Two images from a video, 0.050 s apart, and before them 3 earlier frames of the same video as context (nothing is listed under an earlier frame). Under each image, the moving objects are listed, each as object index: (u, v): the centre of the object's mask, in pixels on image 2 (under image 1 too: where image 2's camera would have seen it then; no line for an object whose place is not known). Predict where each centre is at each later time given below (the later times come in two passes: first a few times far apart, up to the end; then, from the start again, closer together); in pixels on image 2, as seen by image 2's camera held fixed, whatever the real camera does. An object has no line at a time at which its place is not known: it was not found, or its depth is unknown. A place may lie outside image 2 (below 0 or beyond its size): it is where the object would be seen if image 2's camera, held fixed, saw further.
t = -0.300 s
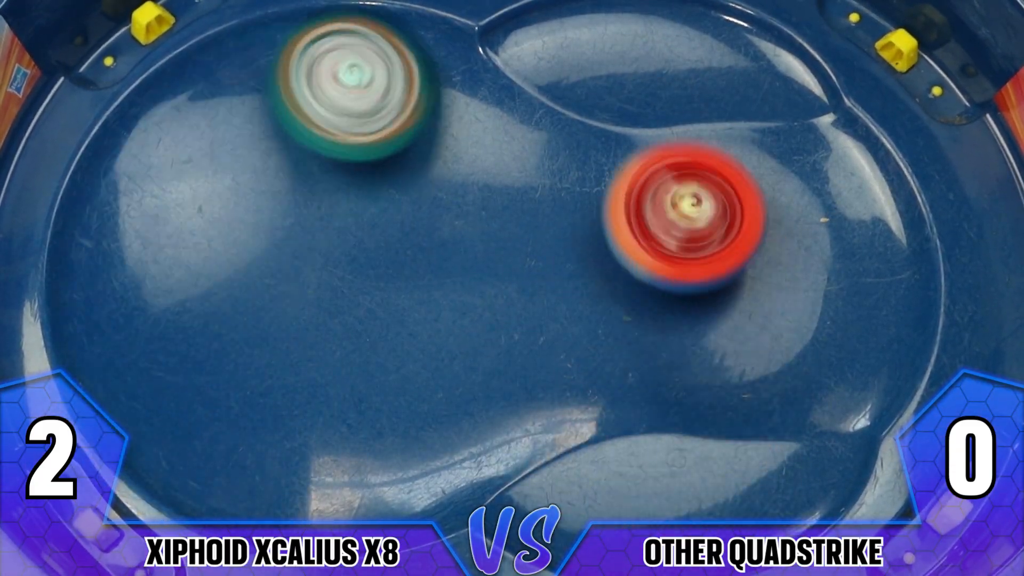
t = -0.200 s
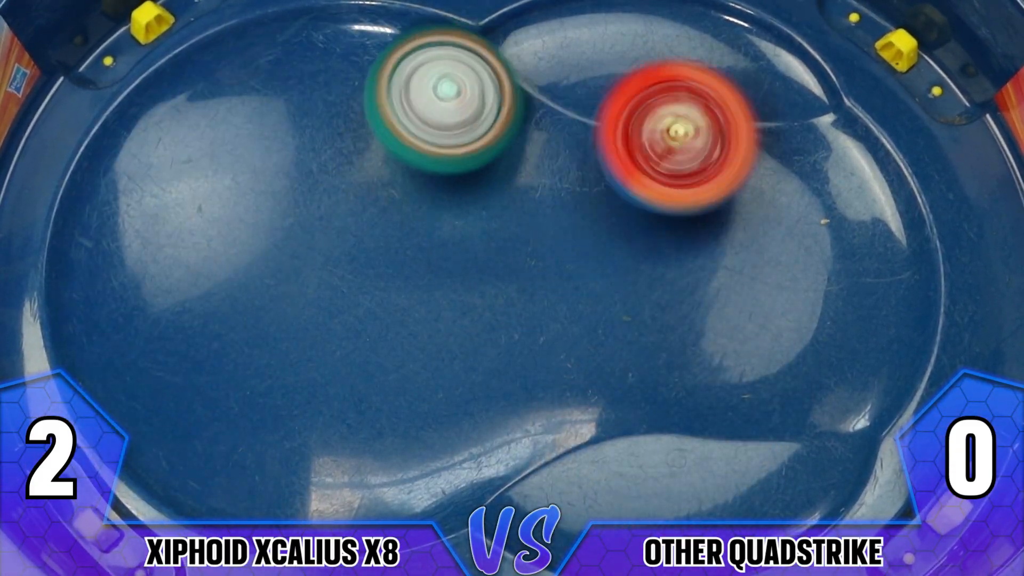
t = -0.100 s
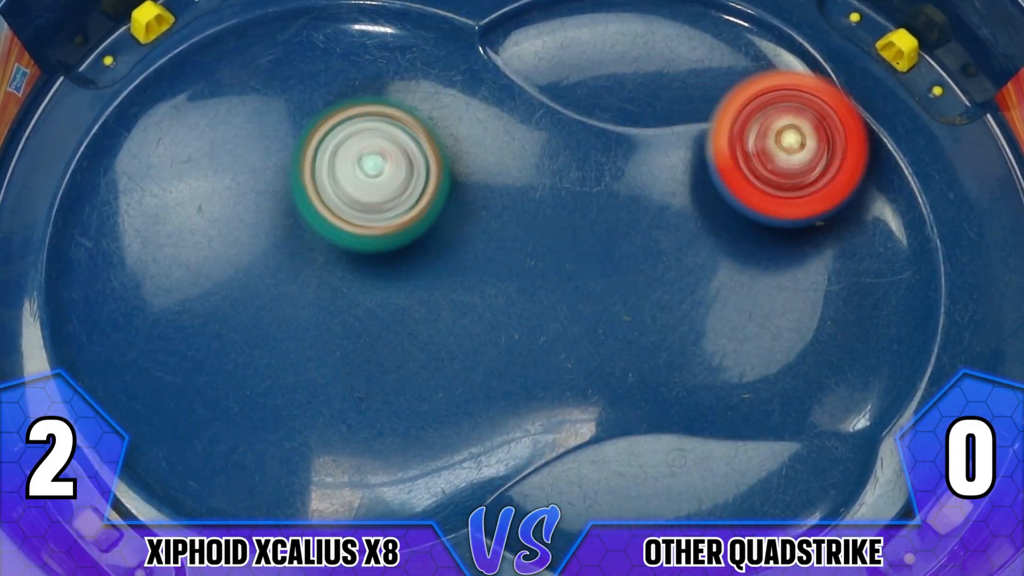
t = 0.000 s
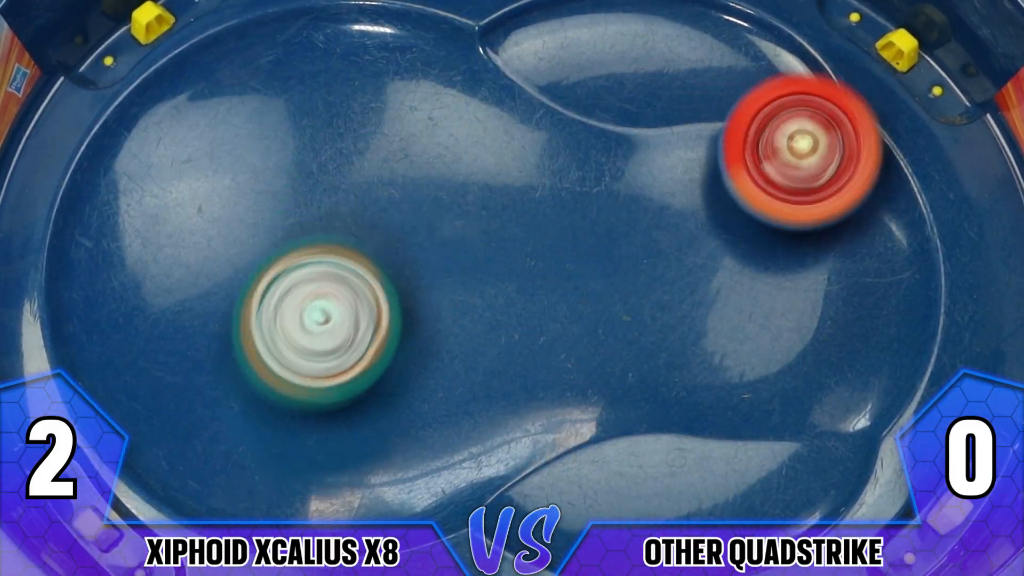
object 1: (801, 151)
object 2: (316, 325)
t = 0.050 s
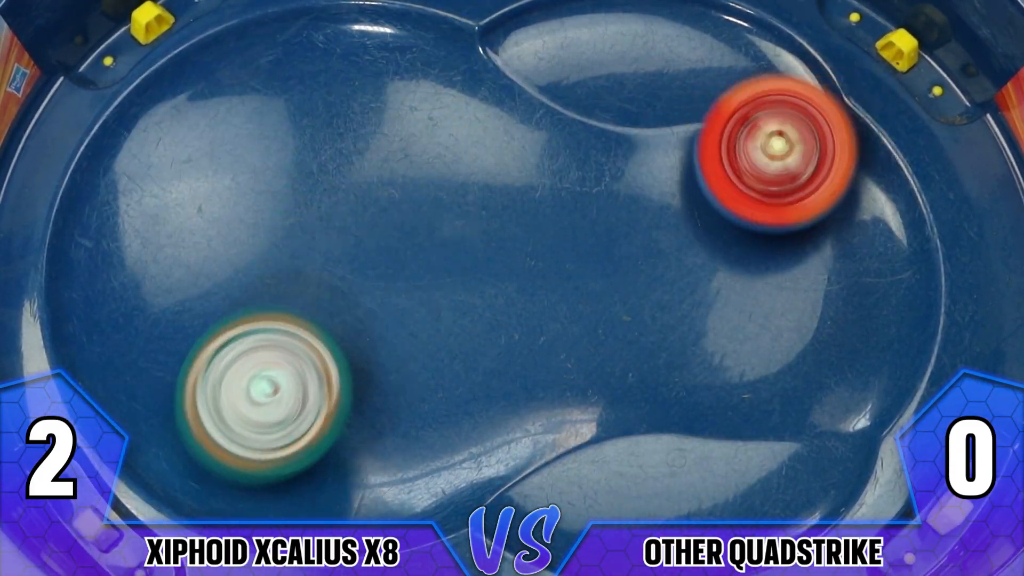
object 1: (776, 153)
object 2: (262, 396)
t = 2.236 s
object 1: (317, 254)
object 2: (924, 183)
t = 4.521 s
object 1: (192, 235)
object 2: (719, 352)
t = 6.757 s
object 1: (589, 333)
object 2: (558, 42)
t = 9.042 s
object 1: (278, 279)
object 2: (479, 304)
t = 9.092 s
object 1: (273, 267)
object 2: (504, 314)
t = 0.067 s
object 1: (768, 156)
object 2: (243, 413)
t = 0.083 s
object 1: (763, 161)
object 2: (222, 426)
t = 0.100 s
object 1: (758, 168)
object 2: (206, 433)
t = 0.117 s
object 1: (755, 175)
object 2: (192, 436)
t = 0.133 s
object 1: (755, 184)
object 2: (181, 434)
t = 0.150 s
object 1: (755, 195)
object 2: (171, 431)
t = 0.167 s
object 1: (758, 206)
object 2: (161, 423)
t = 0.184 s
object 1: (762, 218)
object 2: (152, 411)
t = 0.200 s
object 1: (768, 230)
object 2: (143, 395)
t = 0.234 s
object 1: (786, 256)
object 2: (124, 361)
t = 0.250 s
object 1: (799, 270)
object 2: (117, 345)
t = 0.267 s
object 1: (814, 283)
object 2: (114, 329)
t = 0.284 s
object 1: (830, 295)
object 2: (114, 309)
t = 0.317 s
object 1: (863, 312)
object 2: (126, 257)
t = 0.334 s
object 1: (877, 317)
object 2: (136, 228)
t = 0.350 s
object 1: (889, 318)
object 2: (152, 197)
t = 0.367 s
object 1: (897, 316)
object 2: (173, 168)
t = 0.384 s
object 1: (901, 313)
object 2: (201, 141)
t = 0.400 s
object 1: (901, 309)
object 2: (232, 117)
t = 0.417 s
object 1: (899, 304)
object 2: (265, 99)
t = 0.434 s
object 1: (892, 297)
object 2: (300, 85)
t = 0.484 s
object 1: (860, 265)
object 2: (409, 66)
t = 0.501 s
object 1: (846, 249)
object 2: (446, 67)
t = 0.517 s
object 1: (831, 235)
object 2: (481, 77)
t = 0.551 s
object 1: (798, 212)
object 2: (553, 112)
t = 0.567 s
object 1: (782, 204)
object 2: (588, 135)
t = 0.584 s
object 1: (777, 200)
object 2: (614, 161)
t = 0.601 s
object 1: (827, 208)
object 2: (582, 175)
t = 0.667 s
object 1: (955, 226)
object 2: (446, 243)
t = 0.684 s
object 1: (966, 231)
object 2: (410, 265)
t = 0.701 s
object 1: (975, 240)
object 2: (375, 288)
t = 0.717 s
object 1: (982, 253)
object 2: (342, 312)
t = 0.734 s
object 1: (980, 263)
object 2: (304, 336)
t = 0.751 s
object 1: (971, 273)
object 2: (265, 350)
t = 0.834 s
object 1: (933, 328)
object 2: (104, 346)
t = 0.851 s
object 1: (916, 342)
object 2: (82, 333)
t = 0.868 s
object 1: (896, 350)
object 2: (70, 318)
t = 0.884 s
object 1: (875, 360)
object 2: (63, 307)
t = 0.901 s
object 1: (855, 374)
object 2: (57, 294)
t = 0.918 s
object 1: (835, 377)
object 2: (56, 283)
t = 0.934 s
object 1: (814, 374)
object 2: (61, 268)
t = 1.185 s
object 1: (584, 344)
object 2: (464, 126)
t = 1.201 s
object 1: (570, 338)
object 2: (495, 140)
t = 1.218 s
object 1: (553, 335)
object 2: (525, 160)
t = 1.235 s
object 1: (536, 336)
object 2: (551, 178)
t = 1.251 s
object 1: (517, 347)
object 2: (577, 186)
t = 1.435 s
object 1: (375, 395)
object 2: (766, 394)
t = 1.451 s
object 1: (365, 396)
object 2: (769, 414)
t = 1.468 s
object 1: (356, 398)
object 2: (771, 435)
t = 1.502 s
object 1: (343, 397)
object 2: (770, 462)
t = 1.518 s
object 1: (337, 399)
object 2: (767, 474)
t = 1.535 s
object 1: (332, 398)
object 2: (758, 484)
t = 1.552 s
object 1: (327, 397)
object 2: (745, 491)
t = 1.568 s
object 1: (323, 396)
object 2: (724, 495)
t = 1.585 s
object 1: (320, 394)
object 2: (702, 494)
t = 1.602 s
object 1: (315, 393)
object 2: (676, 495)
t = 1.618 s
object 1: (312, 391)
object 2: (648, 495)
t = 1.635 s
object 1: (308, 386)
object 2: (618, 492)
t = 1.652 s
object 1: (305, 385)
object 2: (595, 487)
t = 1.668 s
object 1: (303, 381)
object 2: (566, 481)
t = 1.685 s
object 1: (300, 375)
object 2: (538, 468)
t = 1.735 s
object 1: (290, 361)
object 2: (473, 416)
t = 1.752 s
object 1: (287, 357)
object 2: (452, 396)
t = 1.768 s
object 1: (260, 344)
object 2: (457, 380)
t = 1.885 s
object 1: (108, 270)
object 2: (522, 269)
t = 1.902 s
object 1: (96, 261)
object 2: (532, 256)
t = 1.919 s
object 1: (88, 259)
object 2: (543, 247)
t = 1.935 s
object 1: (87, 254)
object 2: (556, 239)
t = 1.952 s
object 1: (83, 253)
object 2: (570, 230)
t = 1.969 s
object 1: (87, 255)
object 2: (585, 222)
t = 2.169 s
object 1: (257, 286)
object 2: (850, 152)
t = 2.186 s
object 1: (276, 279)
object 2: (874, 152)
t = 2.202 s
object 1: (288, 274)
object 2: (896, 158)
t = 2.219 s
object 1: (306, 266)
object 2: (911, 169)
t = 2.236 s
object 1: (317, 254)
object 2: (924, 183)
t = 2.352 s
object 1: (364, 145)
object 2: (972, 271)
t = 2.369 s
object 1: (368, 127)
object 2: (977, 279)
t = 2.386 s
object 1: (365, 106)
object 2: (977, 283)
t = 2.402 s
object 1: (364, 89)
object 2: (975, 284)
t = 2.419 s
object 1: (358, 71)
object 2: (972, 283)
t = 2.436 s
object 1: (352, 63)
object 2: (970, 281)
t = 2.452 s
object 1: (344, 54)
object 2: (967, 277)
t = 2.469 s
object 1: (333, 50)
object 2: (966, 270)
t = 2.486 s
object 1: (323, 45)
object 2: (964, 260)
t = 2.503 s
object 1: (310, 44)
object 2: (962, 250)
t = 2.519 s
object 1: (299, 44)
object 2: (958, 239)
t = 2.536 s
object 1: (284, 49)
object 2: (953, 227)
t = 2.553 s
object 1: (273, 53)
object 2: (949, 216)
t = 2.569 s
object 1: (258, 61)
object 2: (944, 206)
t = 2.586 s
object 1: (245, 70)
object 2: (936, 200)
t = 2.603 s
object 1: (231, 81)
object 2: (924, 195)
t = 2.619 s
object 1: (220, 101)
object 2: (909, 194)
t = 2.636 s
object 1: (212, 123)
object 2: (889, 196)
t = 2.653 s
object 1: (209, 149)
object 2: (870, 200)
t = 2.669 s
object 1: (211, 174)
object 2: (848, 205)
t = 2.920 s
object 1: (513, 335)
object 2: (634, 144)
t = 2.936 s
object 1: (539, 333)
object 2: (630, 142)
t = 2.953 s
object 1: (562, 331)
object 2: (628, 142)
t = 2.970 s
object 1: (587, 329)
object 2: (629, 144)
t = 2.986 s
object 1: (609, 327)
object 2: (630, 147)
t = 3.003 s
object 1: (634, 326)
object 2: (633, 152)
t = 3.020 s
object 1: (655, 324)
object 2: (632, 158)
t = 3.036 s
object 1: (681, 324)
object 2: (631, 166)
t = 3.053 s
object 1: (701, 324)
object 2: (627, 174)
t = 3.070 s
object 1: (727, 324)
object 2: (620, 183)
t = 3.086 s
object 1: (749, 325)
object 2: (612, 193)
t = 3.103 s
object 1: (775, 325)
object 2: (601, 201)
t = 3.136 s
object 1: (823, 326)
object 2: (572, 219)
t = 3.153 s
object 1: (843, 325)
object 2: (555, 228)
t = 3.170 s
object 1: (867, 320)
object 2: (535, 236)
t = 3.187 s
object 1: (883, 312)
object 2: (513, 244)
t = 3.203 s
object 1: (902, 300)
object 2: (487, 252)
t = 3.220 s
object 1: (909, 287)
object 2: (461, 261)
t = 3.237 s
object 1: (916, 272)
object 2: (435, 270)
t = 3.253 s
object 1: (913, 259)
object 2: (409, 279)
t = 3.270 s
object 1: (909, 240)
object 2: (383, 287)
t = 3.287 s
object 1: (898, 228)
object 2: (358, 293)
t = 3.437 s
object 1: (727, 136)
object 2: (167, 235)
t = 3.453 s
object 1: (709, 141)
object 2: (158, 218)
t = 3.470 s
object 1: (685, 148)
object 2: (154, 200)
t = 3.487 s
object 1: (669, 156)
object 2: (151, 182)
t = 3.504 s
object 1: (647, 170)
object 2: (153, 163)
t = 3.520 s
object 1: (630, 181)
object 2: (157, 142)
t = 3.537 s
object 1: (609, 196)
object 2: (166, 123)
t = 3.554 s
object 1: (593, 207)
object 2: (178, 106)
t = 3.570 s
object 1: (576, 223)
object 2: (195, 90)
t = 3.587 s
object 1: (560, 234)
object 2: (215, 78)
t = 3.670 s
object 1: (491, 305)
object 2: (344, 73)
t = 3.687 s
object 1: (477, 318)
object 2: (367, 84)
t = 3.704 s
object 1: (466, 334)
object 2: (390, 98)
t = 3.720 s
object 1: (454, 346)
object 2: (410, 117)
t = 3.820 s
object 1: (426, 406)
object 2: (471, 253)
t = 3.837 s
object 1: (422, 416)
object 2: (477, 264)
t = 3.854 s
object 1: (417, 429)
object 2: (486, 271)
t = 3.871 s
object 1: (411, 436)
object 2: (495, 277)
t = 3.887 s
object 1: (410, 440)
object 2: (503, 285)
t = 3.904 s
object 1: (405, 442)
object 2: (509, 294)
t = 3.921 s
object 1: (405, 439)
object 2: (516, 304)
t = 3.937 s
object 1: (406, 438)
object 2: (522, 315)
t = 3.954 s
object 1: (393, 438)
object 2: (532, 317)
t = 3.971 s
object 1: (377, 445)
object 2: (555, 311)
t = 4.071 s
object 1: (302, 447)
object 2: (662, 275)
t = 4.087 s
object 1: (292, 443)
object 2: (681, 268)
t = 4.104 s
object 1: (286, 438)
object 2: (699, 261)
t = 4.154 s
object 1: (265, 421)
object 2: (762, 239)
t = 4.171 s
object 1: (257, 416)
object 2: (782, 232)
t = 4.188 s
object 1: (251, 405)
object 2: (804, 225)
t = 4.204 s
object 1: (246, 399)
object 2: (824, 220)
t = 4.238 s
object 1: (234, 380)
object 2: (865, 214)
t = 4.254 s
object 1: (229, 373)
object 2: (882, 216)
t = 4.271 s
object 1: (221, 362)
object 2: (895, 220)
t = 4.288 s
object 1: (219, 352)
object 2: (906, 227)
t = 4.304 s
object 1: (213, 345)
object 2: (913, 236)
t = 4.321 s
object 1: (207, 333)
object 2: (915, 248)
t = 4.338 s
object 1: (206, 323)
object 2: (913, 263)
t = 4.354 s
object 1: (201, 316)
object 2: (907, 279)
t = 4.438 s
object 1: (191, 271)
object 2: (833, 355)
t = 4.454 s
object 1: (189, 265)
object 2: (808, 362)
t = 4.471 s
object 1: (188, 254)
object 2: (785, 363)
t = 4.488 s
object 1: (190, 248)
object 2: (761, 362)
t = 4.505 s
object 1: (189, 242)
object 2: (740, 357)
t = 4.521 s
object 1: (192, 235)
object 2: (719, 352)
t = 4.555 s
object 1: (199, 225)
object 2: (682, 332)
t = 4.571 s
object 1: (203, 217)
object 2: (664, 320)
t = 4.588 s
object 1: (211, 216)
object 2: (648, 306)
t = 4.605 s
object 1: (214, 212)
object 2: (632, 292)
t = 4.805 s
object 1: (315, 139)
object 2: (517, 130)
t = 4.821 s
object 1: (322, 131)
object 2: (514, 127)
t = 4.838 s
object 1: (331, 124)
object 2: (514, 126)
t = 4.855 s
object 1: (337, 118)
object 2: (514, 127)
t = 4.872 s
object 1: (344, 111)
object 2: (516, 130)
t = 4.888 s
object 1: (350, 107)
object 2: (518, 135)
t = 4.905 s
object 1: (355, 104)
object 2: (521, 142)
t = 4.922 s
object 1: (357, 101)
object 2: (523, 149)
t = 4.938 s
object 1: (362, 99)
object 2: (523, 156)
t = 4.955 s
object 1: (363, 102)
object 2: (520, 165)
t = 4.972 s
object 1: (365, 103)
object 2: (515, 173)
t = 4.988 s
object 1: (367, 106)
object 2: (509, 180)
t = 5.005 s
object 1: (360, 106)
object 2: (513, 194)
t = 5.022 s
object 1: (348, 108)
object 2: (517, 208)
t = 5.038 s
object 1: (341, 110)
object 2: (517, 221)
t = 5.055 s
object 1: (333, 118)
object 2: (516, 232)
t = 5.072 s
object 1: (326, 127)
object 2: (511, 244)
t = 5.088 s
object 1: (320, 138)
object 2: (505, 256)
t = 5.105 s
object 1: (318, 151)
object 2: (497, 268)
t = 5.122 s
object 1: (314, 164)
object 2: (488, 282)
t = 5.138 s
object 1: (314, 176)
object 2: (478, 293)
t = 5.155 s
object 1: (317, 190)
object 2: (468, 306)
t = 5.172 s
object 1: (321, 205)
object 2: (457, 318)
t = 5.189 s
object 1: (325, 217)
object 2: (443, 329)
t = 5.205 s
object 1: (321, 216)
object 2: (447, 349)
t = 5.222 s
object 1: (308, 209)
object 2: (453, 380)
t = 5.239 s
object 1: (288, 202)
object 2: (465, 403)
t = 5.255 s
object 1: (275, 195)
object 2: (469, 422)
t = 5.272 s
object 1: (260, 194)
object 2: (471, 438)
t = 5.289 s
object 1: (247, 191)
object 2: (470, 447)
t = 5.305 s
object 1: (237, 192)
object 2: (466, 454)
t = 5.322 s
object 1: (227, 195)
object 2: (459, 461)
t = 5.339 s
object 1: (216, 202)
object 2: (449, 464)
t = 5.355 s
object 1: (205, 206)
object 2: (441, 467)
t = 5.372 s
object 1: (199, 214)
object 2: (429, 468)
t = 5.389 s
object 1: (192, 226)
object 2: (416, 465)
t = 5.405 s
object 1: (187, 235)
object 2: (406, 464)
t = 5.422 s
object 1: (187, 246)
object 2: (392, 459)
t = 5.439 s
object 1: (190, 260)
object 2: (383, 454)
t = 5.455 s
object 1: (194, 273)
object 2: (371, 447)
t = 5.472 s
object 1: (203, 282)
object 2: (362, 435)
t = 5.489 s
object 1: (216, 294)
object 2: (356, 423)
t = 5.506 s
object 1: (229, 303)
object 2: (350, 412)
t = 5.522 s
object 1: (239, 298)
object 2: (355, 408)
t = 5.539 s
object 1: (248, 288)
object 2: (369, 407)
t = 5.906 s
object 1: (371, 119)
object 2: (639, 249)
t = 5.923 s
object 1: (376, 113)
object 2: (648, 236)
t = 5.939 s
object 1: (382, 112)
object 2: (657, 227)
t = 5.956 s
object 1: (384, 112)
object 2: (665, 214)
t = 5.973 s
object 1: (386, 111)
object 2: (674, 202)
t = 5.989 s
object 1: (390, 111)
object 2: (680, 192)
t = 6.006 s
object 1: (394, 114)
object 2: (689, 178)
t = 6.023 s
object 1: (397, 116)
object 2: (696, 167)
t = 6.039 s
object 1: (400, 122)
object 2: (701, 154)
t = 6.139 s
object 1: (419, 159)
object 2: (752, 97)
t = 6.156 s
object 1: (425, 169)
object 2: (758, 91)
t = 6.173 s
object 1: (431, 182)
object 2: (764, 80)
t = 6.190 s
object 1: (435, 191)
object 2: (766, 71)
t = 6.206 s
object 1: (440, 198)
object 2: (767, 65)
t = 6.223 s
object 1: (447, 207)
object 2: (772, 60)
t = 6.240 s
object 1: (454, 217)
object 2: (775, 55)
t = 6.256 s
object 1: (459, 227)
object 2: (777, 53)
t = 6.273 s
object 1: (464, 235)
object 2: (781, 53)
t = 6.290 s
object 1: (470, 242)
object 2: (784, 54)
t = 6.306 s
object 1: (477, 251)
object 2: (784, 57)
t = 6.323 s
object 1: (482, 260)
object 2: (785, 63)
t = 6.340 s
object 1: (486, 270)
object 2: (785, 67)
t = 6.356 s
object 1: (491, 279)
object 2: (781, 70)
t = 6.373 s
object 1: (494, 290)
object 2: (775, 74)
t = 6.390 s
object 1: (497, 303)
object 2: (767, 78)
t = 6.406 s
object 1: (499, 313)
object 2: (759, 79)
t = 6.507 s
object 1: (523, 358)
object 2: (683, 74)
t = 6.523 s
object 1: (529, 365)
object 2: (672, 71)
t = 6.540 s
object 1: (533, 370)
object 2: (659, 69)
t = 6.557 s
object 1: (538, 372)
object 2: (644, 67)
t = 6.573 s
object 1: (547, 374)
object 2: (634, 64)
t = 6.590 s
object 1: (553, 377)
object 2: (623, 62)
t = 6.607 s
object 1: (560, 377)
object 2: (610, 59)
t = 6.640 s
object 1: (579, 372)
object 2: (591, 54)
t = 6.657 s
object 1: (587, 370)
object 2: (581, 51)
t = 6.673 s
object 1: (592, 365)
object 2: (571, 50)
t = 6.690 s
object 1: (594, 358)
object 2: (567, 47)
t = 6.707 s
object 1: (596, 350)
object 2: (560, 46)
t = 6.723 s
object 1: (598, 345)
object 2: (557, 44)
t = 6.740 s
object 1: (594, 340)
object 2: (556, 44)
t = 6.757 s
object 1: (589, 333)
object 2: (558, 42)
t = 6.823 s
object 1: (561, 299)
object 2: (566, 47)
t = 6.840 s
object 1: (552, 293)
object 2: (572, 48)
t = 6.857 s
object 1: (543, 285)
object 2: (570, 52)
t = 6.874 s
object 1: (534, 276)
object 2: (574, 56)
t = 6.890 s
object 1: (524, 270)
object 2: (574, 60)
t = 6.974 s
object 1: (476, 233)
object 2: (570, 106)
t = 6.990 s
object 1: (466, 227)
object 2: (569, 124)
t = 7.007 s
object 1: (455, 221)
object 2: (573, 139)
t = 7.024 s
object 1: (439, 219)
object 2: (584, 149)
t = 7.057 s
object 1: (401, 217)
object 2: (603, 168)
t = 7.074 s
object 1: (384, 214)
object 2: (611, 178)
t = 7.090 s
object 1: (370, 207)
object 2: (619, 189)
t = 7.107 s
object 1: (358, 201)
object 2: (624, 198)
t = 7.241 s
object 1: (254, 178)
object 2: (657, 293)
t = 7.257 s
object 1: (242, 178)
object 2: (661, 306)
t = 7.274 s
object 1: (231, 177)
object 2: (662, 317)
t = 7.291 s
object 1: (222, 178)
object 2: (663, 329)
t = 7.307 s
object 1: (214, 180)
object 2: (663, 340)
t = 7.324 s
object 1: (205, 184)
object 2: (663, 352)
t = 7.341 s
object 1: (198, 187)
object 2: (659, 362)
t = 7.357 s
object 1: (192, 190)
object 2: (656, 371)
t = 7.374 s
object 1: (188, 197)
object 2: (649, 377)
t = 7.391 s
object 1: (183, 205)
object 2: (642, 383)
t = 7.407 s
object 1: (180, 213)
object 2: (630, 385)
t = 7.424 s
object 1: (181, 221)
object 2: (619, 389)
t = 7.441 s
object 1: (185, 228)
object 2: (604, 391)
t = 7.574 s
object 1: (268, 288)
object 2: (484, 377)
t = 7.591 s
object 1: (279, 291)
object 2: (470, 371)
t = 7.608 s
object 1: (290, 291)
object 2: (462, 360)
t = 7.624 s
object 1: (300, 291)
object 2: (453, 352)
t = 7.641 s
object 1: (301, 285)
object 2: (462, 345)
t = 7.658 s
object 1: (301, 281)
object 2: (467, 338)
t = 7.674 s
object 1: (302, 278)
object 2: (474, 331)
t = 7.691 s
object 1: (304, 273)
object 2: (479, 323)
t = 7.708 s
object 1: (309, 267)
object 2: (487, 315)
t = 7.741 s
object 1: (321, 263)
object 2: (499, 302)
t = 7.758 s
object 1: (322, 263)
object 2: (505, 293)
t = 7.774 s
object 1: (322, 259)
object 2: (513, 286)
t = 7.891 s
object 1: (337, 242)
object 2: (555, 234)
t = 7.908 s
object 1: (341, 239)
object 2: (559, 226)
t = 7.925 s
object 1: (342, 238)
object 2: (564, 222)
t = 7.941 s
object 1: (340, 236)
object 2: (571, 214)
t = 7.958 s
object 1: (342, 232)
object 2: (576, 209)
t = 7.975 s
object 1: (344, 232)
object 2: (582, 203)
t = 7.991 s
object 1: (343, 231)
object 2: (587, 198)
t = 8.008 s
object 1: (342, 229)
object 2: (592, 194)
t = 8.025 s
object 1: (343, 227)
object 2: (597, 191)
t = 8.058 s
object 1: (341, 225)
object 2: (606, 186)
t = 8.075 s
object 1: (342, 223)
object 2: (612, 185)
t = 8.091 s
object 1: (342, 225)
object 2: (616, 182)
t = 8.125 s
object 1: (336, 222)
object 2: (623, 182)
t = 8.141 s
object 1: (337, 222)
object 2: (624, 180)
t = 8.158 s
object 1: (335, 224)
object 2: (626, 182)
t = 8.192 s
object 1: (330, 223)
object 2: (629, 183)
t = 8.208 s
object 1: (328, 225)
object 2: (630, 185)
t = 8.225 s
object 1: (324, 225)
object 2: (630, 187)
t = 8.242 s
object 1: (321, 225)
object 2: (630, 188)
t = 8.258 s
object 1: (320, 227)
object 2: (629, 191)
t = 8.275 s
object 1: (317, 231)
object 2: (630, 194)
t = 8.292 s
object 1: (312, 232)
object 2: (627, 197)
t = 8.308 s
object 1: (309, 232)
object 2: (626, 202)
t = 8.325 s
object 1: (309, 235)
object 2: (623, 204)
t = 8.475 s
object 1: (291, 275)
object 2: (562, 246)
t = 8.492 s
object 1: (289, 276)
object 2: (550, 249)
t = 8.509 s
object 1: (292, 278)
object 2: (541, 254)
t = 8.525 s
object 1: (294, 283)
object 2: (530, 256)
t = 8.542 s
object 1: (295, 288)
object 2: (520, 259)
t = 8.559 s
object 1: (294, 291)
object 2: (509, 262)
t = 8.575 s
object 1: (294, 292)
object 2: (496, 265)
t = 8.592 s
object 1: (298, 294)
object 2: (485, 269)
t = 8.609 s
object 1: (301, 298)
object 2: (473, 272)
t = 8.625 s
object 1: (299, 301)
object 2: (467, 274)
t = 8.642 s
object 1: (297, 304)
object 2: (461, 273)
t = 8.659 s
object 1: (289, 306)
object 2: (461, 274)
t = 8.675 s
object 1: (280, 309)
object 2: (466, 274)
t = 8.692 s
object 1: (274, 311)
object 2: (467, 275)
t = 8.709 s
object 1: (270, 313)
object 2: (471, 276)
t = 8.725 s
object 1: (269, 317)
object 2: (473, 275)
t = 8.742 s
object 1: (265, 321)
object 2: (473, 277)
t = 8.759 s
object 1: (261, 323)
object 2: (475, 277)
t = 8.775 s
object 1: (257, 324)
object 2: (474, 277)
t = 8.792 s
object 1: (258, 324)
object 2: (473, 281)
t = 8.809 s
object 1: (259, 327)
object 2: (475, 281)
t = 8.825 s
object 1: (259, 330)
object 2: (474, 282)
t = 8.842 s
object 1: (257, 330)
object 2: (472, 284)
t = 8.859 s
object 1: (258, 328)
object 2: (470, 285)
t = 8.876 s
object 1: (261, 324)
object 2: (469, 287)
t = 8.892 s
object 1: (267, 324)
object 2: (467, 289)
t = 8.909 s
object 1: (271, 325)
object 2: (463, 292)
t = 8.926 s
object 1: (274, 323)
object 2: (462, 293)
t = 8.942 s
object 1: (277, 320)
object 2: (456, 294)
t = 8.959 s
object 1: (280, 316)
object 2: (450, 298)
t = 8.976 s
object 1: (283, 309)
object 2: (450, 299)
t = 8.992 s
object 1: (277, 298)
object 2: (460, 299)
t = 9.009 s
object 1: (275, 290)
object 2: (468, 300)
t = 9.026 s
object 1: (275, 283)
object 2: (474, 301)
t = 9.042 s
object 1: (278, 279)
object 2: (479, 304)
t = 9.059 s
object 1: (276, 276)
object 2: (489, 307)
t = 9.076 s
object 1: (276, 271)
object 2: (497, 309)
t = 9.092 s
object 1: (273, 267)
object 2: (504, 314)
